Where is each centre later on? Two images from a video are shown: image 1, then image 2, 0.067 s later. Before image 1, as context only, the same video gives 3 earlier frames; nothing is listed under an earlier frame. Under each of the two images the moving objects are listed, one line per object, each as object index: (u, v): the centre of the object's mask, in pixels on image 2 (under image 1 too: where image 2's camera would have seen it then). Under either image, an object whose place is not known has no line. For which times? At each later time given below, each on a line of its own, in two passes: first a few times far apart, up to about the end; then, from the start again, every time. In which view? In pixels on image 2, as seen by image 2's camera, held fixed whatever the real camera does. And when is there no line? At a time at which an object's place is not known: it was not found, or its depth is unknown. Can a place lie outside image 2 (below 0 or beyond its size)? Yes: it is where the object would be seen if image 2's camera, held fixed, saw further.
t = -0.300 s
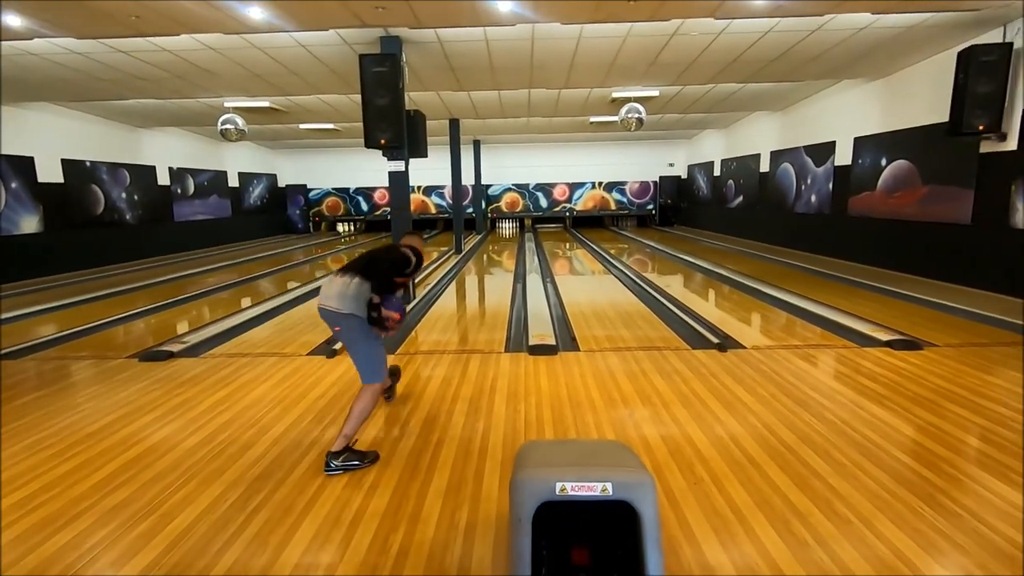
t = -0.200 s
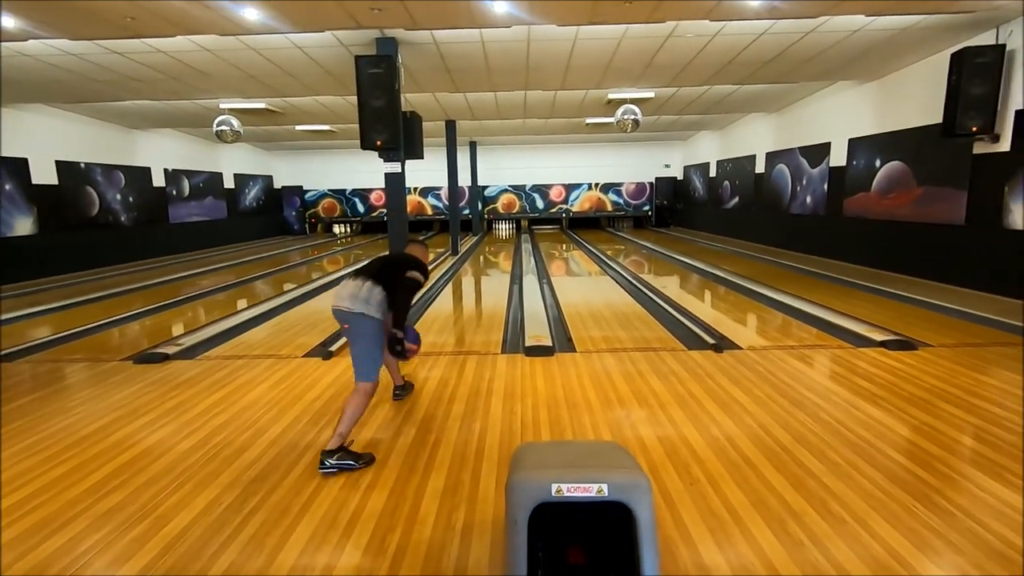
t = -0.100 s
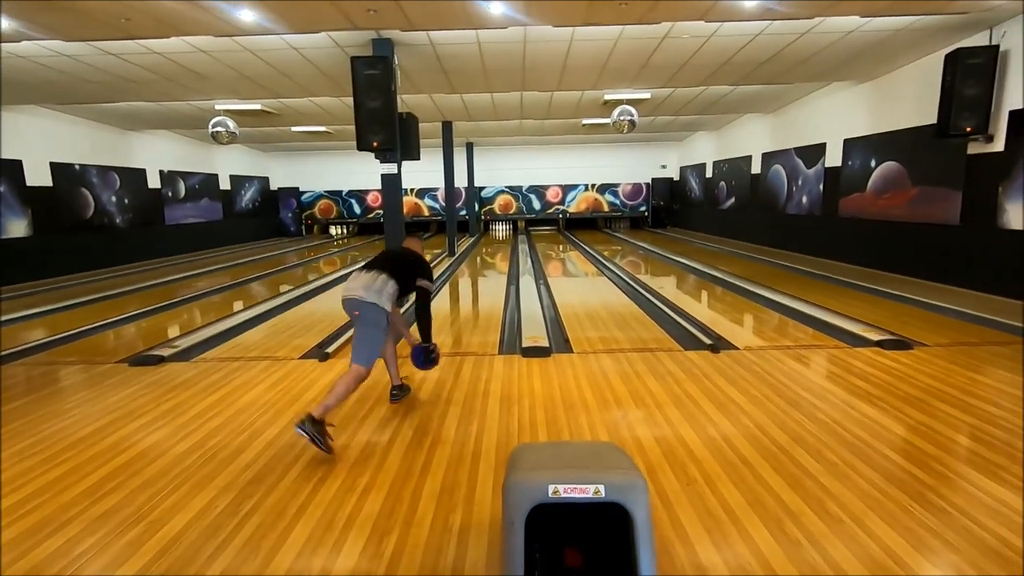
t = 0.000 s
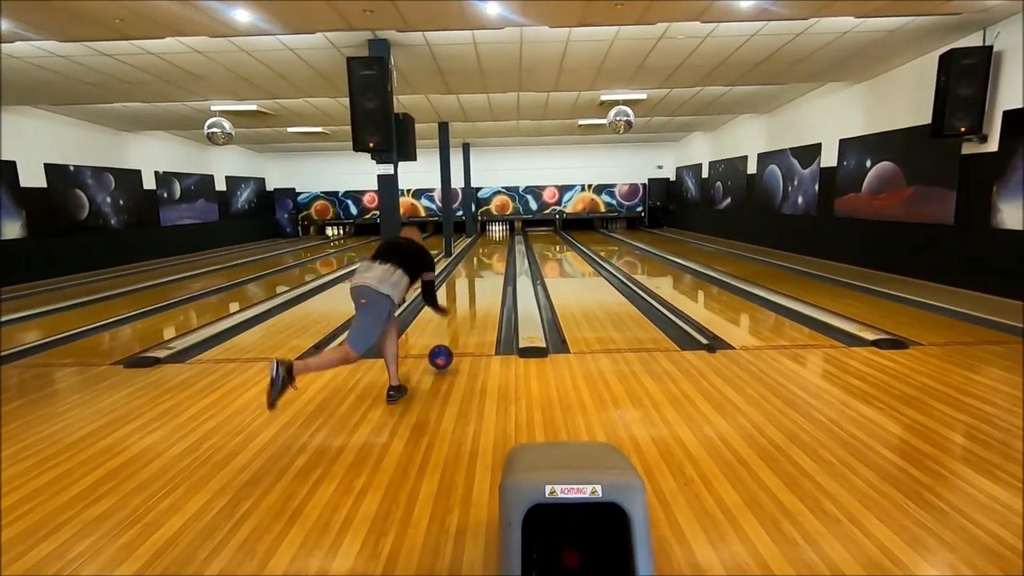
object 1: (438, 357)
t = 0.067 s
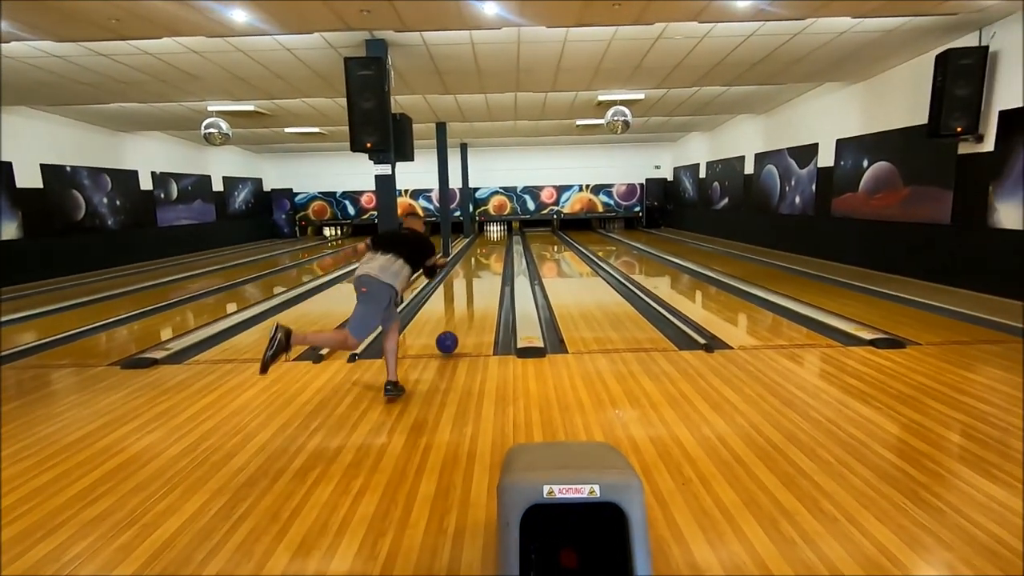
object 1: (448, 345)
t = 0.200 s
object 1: (460, 323)
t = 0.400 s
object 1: (473, 301)
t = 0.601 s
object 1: (482, 285)
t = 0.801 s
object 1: (488, 273)
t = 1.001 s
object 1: (493, 264)
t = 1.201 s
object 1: (497, 257)
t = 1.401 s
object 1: (500, 251)
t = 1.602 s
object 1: (501, 247)
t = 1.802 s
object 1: (502, 242)
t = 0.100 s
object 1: (450, 335)
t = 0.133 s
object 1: (454, 330)
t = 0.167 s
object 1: (456, 326)
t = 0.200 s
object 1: (460, 323)
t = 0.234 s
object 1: (462, 319)
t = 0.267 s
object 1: (464, 315)
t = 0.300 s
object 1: (467, 311)
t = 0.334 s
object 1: (469, 307)
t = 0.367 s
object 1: (471, 304)
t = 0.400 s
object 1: (473, 301)
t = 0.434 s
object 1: (475, 298)
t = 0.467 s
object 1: (476, 295)
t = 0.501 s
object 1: (478, 292)
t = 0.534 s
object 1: (480, 289)
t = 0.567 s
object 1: (481, 287)
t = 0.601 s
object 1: (482, 285)
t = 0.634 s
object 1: (483, 282)
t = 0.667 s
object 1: (484, 280)
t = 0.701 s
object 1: (486, 278)
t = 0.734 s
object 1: (487, 276)
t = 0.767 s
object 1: (488, 274)
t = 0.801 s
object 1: (488, 273)
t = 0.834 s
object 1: (489, 271)
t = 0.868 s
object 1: (491, 269)
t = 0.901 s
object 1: (491, 268)
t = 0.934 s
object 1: (492, 267)
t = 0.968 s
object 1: (493, 265)
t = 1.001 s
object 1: (493, 264)
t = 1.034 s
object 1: (494, 263)
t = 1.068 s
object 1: (494, 261)
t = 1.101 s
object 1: (495, 260)
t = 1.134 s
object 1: (496, 259)
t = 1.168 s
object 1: (496, 258)
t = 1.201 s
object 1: (497, 257)
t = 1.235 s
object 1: (497, 255)
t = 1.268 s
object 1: (497, 254)
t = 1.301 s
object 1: (498, 253)
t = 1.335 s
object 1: (499, 253)
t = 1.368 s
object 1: (499, 252)
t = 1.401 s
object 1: (500, 251)
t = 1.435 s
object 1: (500, 250)
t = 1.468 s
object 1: (500, 249)
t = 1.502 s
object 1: (501, 249)
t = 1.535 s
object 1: (501, 248)
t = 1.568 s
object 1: (501, 248)
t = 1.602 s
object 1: (501, 247)
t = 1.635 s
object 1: (502, 246)
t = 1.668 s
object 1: (502, 246)
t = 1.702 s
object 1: (502, 245)
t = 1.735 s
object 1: (502, 244)
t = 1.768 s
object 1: (502, 243)
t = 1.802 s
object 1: (502, 242)
